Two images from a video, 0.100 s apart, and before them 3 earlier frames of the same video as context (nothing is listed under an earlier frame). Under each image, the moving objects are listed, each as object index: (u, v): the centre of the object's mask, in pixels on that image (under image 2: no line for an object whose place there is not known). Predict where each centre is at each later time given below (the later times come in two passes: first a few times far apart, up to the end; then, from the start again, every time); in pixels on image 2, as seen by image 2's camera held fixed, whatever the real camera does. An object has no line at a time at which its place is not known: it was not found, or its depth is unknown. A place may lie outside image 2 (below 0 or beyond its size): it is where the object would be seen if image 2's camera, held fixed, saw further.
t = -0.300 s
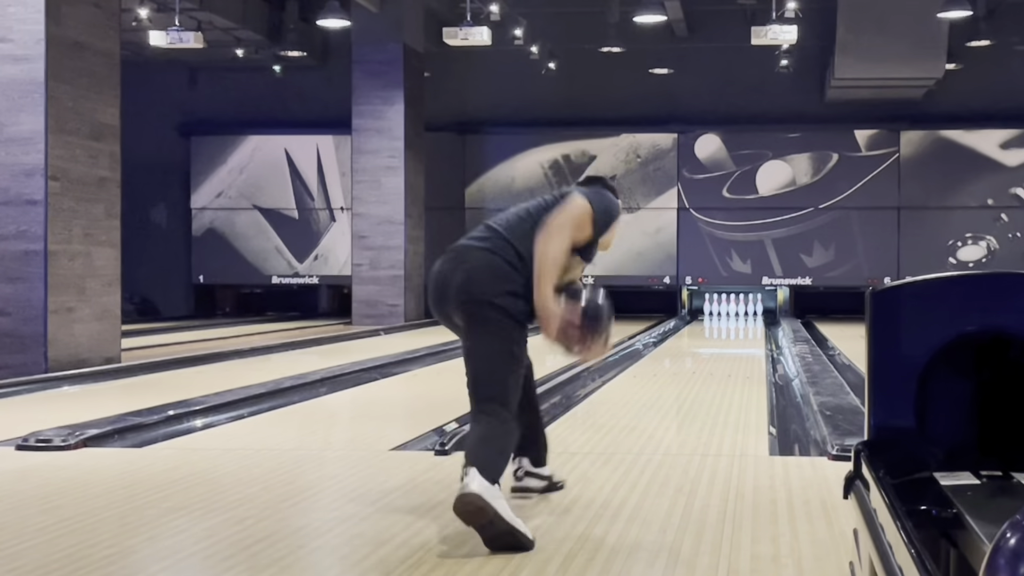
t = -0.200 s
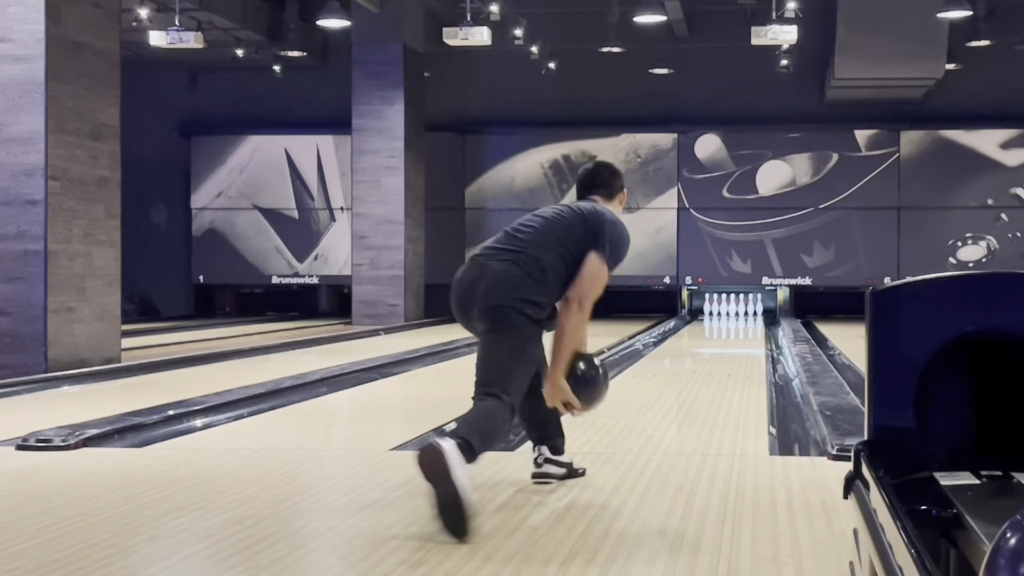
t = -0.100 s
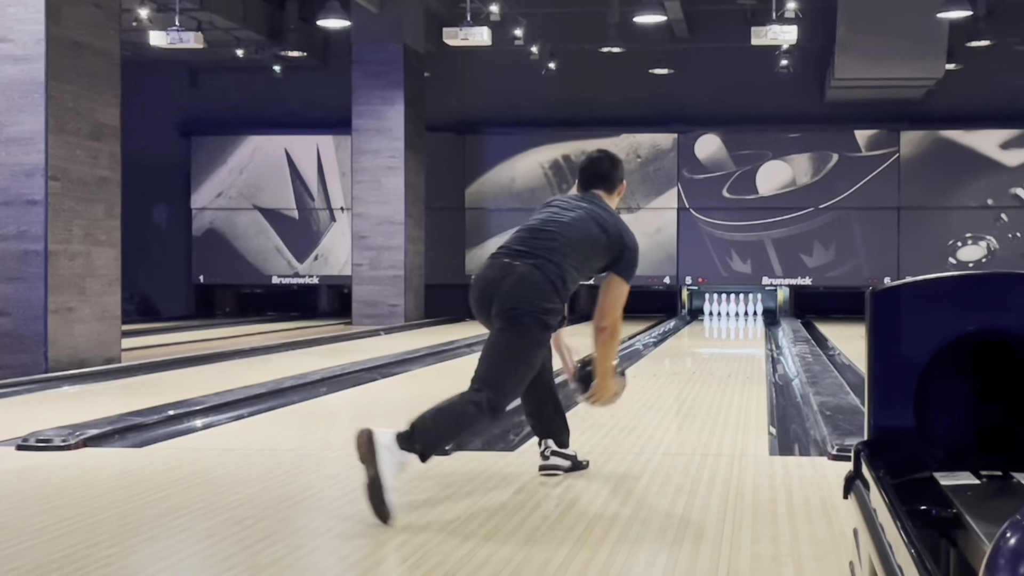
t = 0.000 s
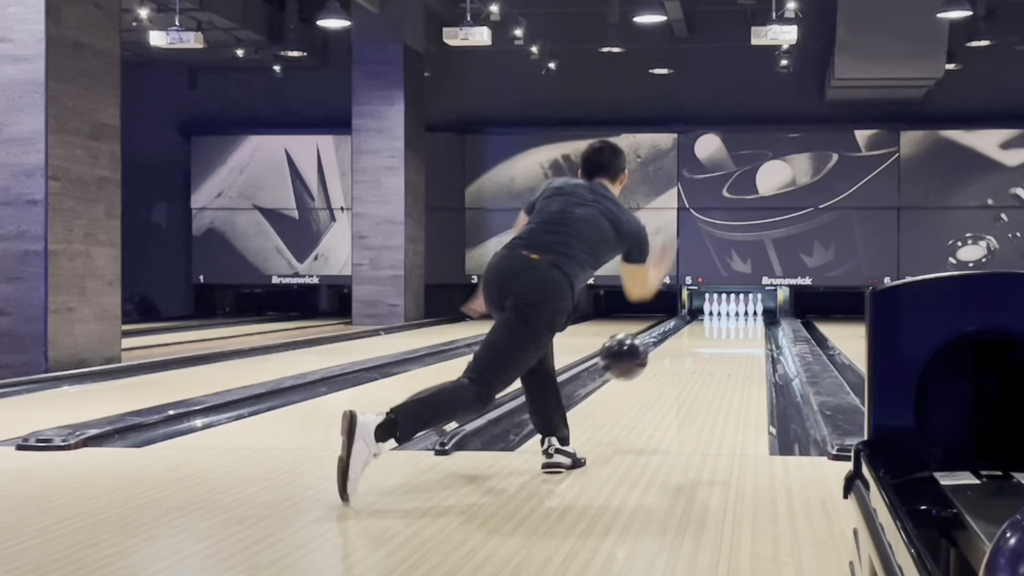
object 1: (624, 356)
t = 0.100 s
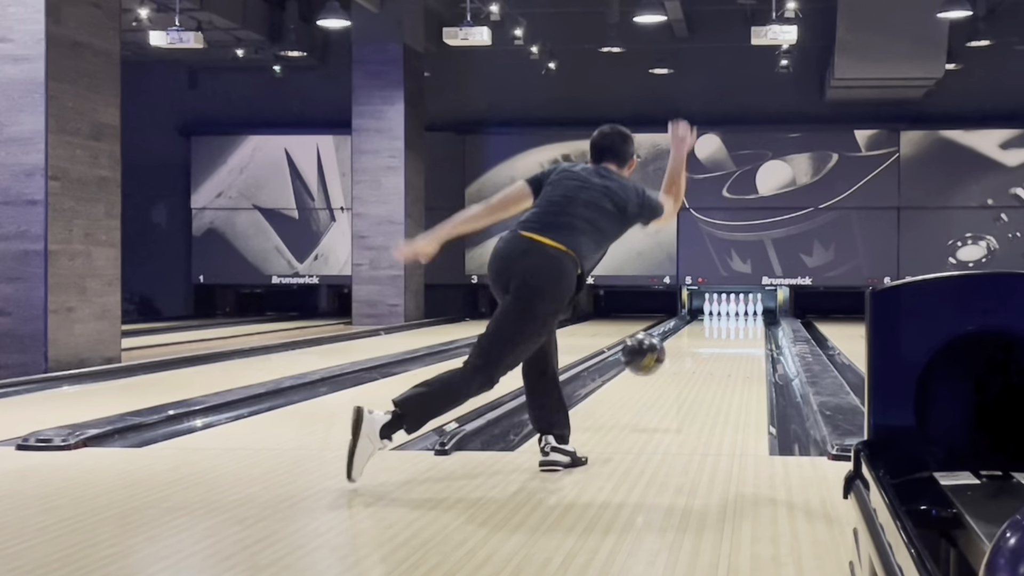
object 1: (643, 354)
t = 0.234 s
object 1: (664, 379)
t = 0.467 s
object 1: (690, 368)
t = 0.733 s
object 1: (710, 354)
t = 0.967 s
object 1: (723, 344)
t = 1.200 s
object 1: (732, 336)
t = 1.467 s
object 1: (739, 329)
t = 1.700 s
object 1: (745, 324)
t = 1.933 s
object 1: (748, 319)
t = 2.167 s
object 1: (748, 316)
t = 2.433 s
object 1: (743, 313)
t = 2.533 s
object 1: (740, 312)
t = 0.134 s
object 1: (649, 358)
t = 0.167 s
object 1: (654, 363)
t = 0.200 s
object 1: (659, 370)
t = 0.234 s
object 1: (664, 379)
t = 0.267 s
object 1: (669, 385)
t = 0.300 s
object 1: (673, 380)
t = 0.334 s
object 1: (677, 377)
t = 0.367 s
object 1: (680, 375)
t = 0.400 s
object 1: (684, 373)
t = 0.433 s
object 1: (687, 371)
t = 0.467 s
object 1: (690, 368)
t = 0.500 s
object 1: (693, 366)
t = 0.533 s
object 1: (696, 364)
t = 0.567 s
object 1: (699, 362)
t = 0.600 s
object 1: (701, 360)
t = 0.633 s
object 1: (704, 359)
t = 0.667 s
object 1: (706, 357)
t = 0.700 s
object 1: (708, 355)
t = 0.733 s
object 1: (710, 354)
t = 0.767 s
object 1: (712, 352)
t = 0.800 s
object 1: (714, 351)
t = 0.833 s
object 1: (716, 349)
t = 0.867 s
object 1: (718, 348)
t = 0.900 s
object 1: (720, 346)
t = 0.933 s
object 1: (721, 345)
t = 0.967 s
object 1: (723, 344)
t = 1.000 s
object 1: (724, 342)
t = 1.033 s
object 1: (726, 341)
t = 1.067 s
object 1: (727, 340)
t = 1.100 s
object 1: (728, 339)
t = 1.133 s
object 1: (729, 338)
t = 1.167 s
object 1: (731, 337)
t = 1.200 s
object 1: (732, 336)
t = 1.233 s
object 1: (733, 335)
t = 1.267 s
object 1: (734, 334)
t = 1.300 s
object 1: (735, 333)
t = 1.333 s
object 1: (736, 332)
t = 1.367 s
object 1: (737, 331)
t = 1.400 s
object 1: (738, 330)
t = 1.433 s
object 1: (738, 329)
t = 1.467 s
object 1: (739, 329)
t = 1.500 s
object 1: (740, 328)
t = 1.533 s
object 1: (741, 327)
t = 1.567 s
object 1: (742, 326)
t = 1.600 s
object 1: (743, 326)
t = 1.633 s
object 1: (743, 325)
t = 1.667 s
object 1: (744, 324)
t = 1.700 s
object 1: (745, 324)
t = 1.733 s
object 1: (745, 323)
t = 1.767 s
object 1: (746, 322)
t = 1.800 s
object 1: (746, 322)
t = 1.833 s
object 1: (747, 321)
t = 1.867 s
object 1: (747, 321)
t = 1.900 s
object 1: (748, 320)
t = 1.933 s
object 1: (748, 319)
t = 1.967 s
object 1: (748, 319)
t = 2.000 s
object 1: (748, 318)
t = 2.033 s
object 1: (749, 318)
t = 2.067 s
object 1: (748, 318)
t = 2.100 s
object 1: (749, 317)
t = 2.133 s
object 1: (748, 317)
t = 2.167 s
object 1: (748, 316)
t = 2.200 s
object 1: (748, 316)
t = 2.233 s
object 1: (748, 316)
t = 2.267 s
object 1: (747, 315)
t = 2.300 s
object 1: (747, 315)
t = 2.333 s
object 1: (746, 314)
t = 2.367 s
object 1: (745, 314)
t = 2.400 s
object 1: (744, 314)
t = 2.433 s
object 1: (743, 313)
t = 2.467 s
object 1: (742, 313)
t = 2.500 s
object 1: (741, 313)
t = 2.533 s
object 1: (740, 312)
